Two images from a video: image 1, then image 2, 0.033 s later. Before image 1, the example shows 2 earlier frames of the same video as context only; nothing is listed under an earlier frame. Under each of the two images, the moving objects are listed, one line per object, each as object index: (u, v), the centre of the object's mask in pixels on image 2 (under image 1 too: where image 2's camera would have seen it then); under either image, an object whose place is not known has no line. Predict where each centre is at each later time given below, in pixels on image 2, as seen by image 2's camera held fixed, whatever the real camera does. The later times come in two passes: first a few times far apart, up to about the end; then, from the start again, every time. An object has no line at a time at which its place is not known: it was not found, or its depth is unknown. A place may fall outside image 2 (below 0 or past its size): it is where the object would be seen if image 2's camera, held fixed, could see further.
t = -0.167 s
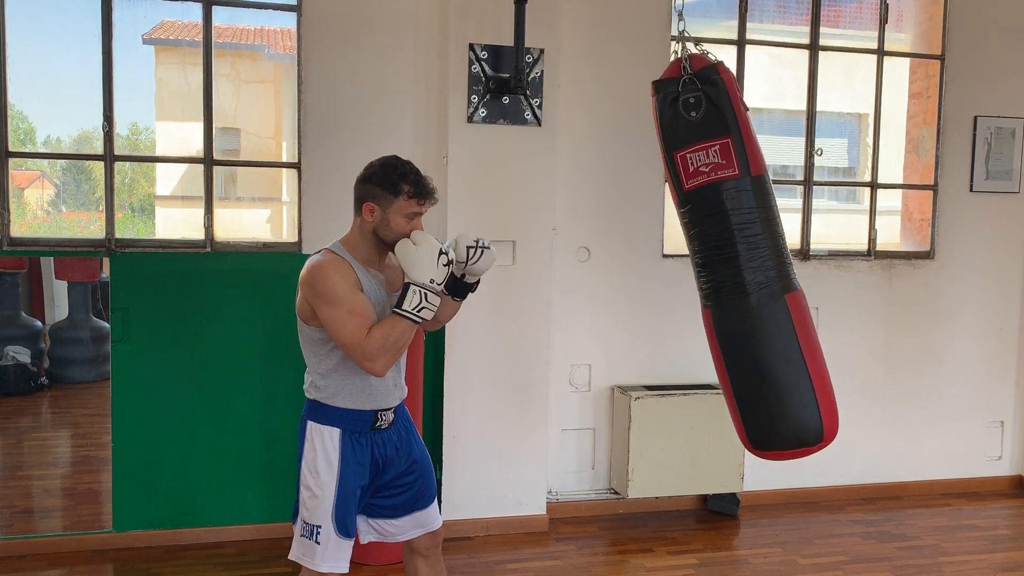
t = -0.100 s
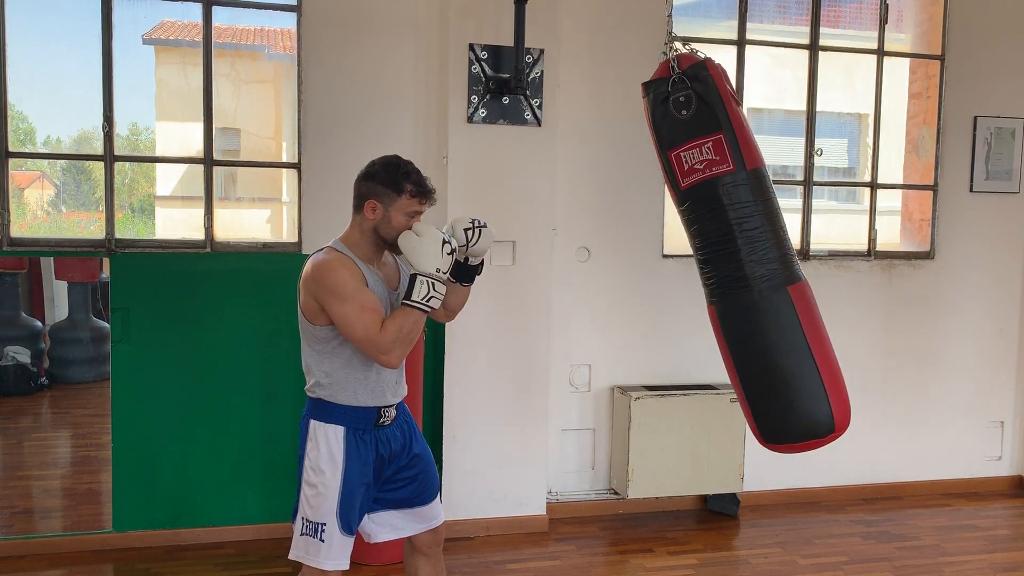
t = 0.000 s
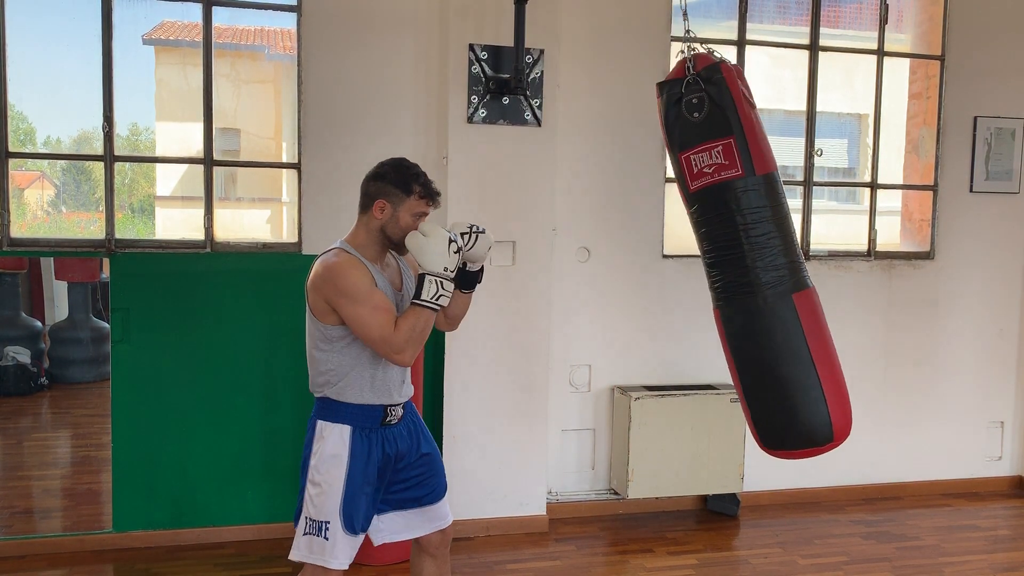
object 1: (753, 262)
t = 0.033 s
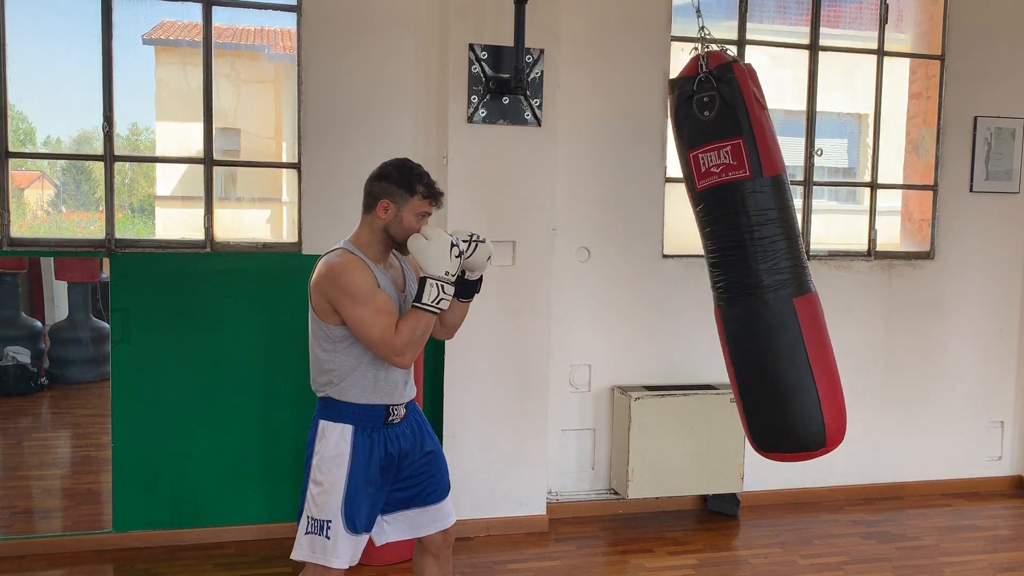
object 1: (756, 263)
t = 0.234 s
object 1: (737, 265)
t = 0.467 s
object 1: (689, 264)
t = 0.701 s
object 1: (627, 258)
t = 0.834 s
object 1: (606, 253)
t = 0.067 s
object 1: (758, 261)
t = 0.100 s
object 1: (756, 259)
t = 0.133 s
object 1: (753, 258)
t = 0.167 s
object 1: (750, 261)
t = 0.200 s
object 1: (744, 264)
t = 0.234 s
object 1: (737, 265)
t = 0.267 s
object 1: (728, 263)
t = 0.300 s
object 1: (720, 263)
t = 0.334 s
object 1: (713, 263)
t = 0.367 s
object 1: (707, 263)
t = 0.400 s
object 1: (701, 265)
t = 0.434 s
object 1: (696, 265)
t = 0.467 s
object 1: (689, 264)
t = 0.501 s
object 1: (682, 263)
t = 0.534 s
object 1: (673, 262)
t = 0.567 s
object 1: (664, 263)
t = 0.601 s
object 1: (654, 262)
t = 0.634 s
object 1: (644, 261)
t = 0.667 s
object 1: (635, 259)
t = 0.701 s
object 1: (627, 258)
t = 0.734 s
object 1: (621, 258)
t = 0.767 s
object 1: (615, 257)
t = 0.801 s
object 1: (611, 255)
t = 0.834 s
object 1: (606, 253)
